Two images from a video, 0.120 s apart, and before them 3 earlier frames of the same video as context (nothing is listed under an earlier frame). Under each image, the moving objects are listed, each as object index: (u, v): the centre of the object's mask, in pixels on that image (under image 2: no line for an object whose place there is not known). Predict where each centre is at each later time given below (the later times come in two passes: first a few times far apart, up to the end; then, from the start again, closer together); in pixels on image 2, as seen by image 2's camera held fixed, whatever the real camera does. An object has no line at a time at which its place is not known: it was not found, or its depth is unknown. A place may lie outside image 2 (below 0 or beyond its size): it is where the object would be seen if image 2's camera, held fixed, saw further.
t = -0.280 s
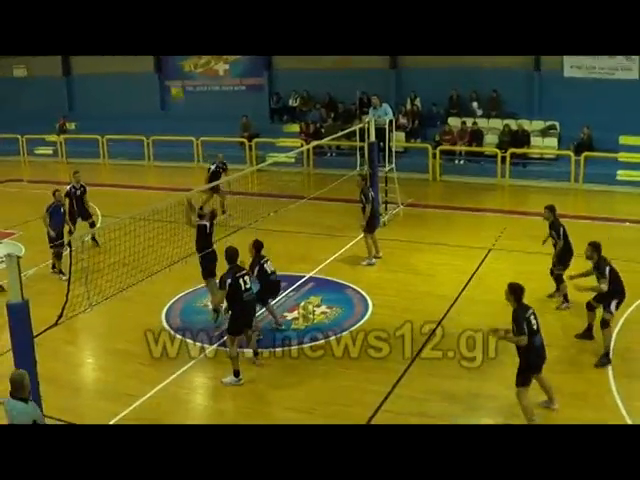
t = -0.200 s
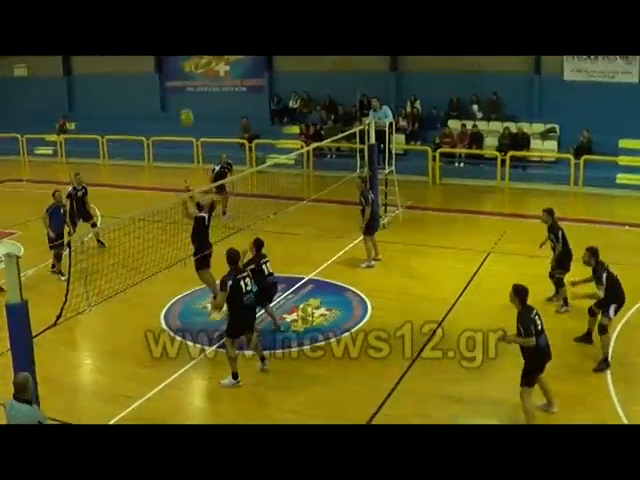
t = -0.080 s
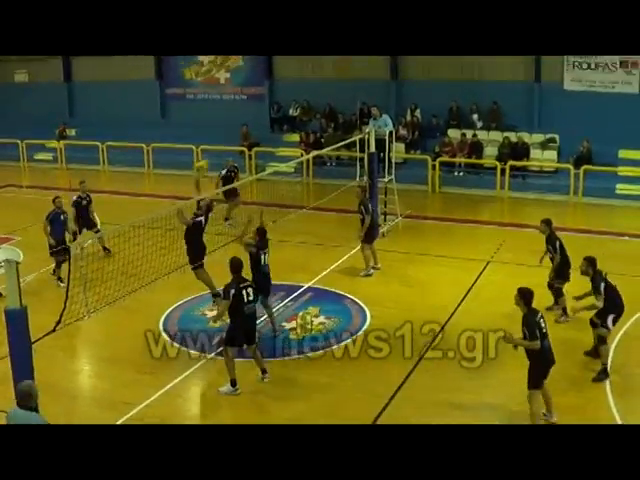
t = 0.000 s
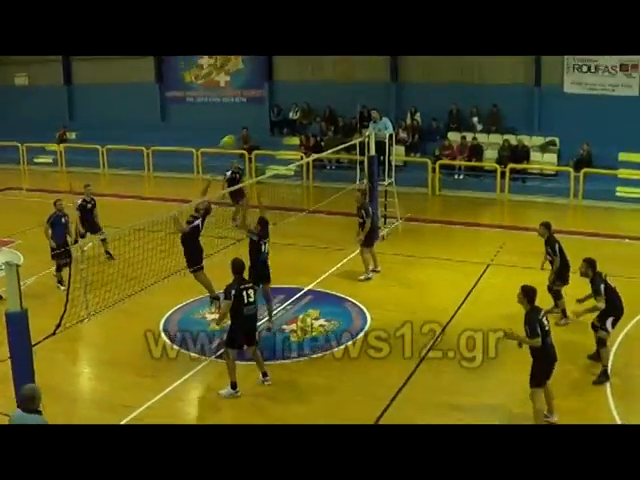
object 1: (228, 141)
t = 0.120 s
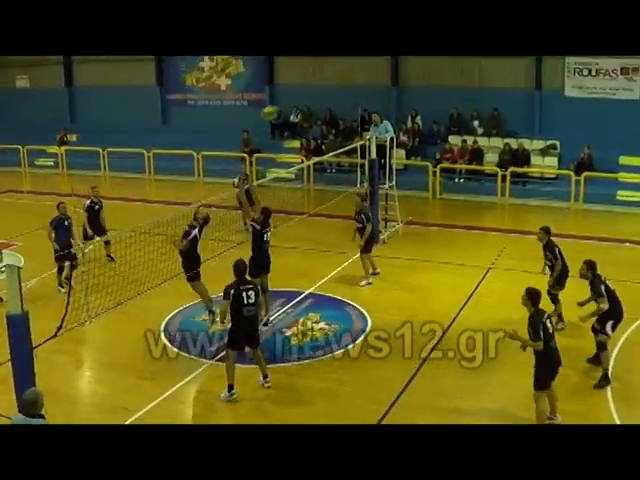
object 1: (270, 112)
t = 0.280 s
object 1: (331, 82)
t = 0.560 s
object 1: (437, 70)
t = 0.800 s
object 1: (528, 109)
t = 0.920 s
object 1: (573, 144)
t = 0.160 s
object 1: (284, 103)
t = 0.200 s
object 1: (299, 95)
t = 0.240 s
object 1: (312, 88)
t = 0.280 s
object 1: (331, 82)
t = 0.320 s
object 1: (343, 78)
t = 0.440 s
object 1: (390, 70)
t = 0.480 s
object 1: (405, 69)
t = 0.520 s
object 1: (422, 69)
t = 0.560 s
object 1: (437, 70)
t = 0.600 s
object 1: (452, 73)
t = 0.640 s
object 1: (468, 78)
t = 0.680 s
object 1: (483, 84)
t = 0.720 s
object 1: (498, 91)
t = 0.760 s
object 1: (513, 99)
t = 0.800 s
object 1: (528, 109)
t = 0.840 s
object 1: (543, 120)
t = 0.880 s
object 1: (558, 131)
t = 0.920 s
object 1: (573, 144)
